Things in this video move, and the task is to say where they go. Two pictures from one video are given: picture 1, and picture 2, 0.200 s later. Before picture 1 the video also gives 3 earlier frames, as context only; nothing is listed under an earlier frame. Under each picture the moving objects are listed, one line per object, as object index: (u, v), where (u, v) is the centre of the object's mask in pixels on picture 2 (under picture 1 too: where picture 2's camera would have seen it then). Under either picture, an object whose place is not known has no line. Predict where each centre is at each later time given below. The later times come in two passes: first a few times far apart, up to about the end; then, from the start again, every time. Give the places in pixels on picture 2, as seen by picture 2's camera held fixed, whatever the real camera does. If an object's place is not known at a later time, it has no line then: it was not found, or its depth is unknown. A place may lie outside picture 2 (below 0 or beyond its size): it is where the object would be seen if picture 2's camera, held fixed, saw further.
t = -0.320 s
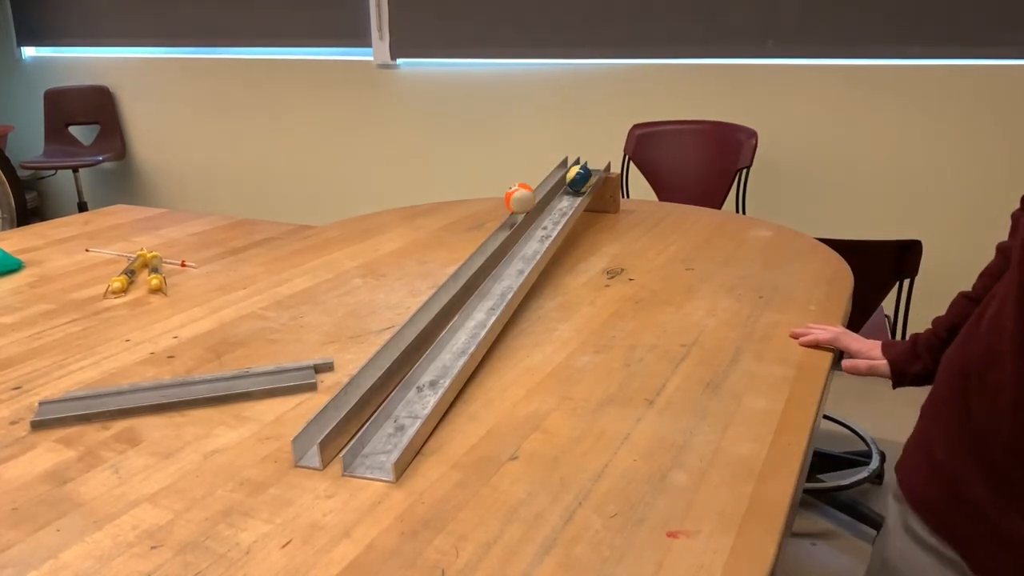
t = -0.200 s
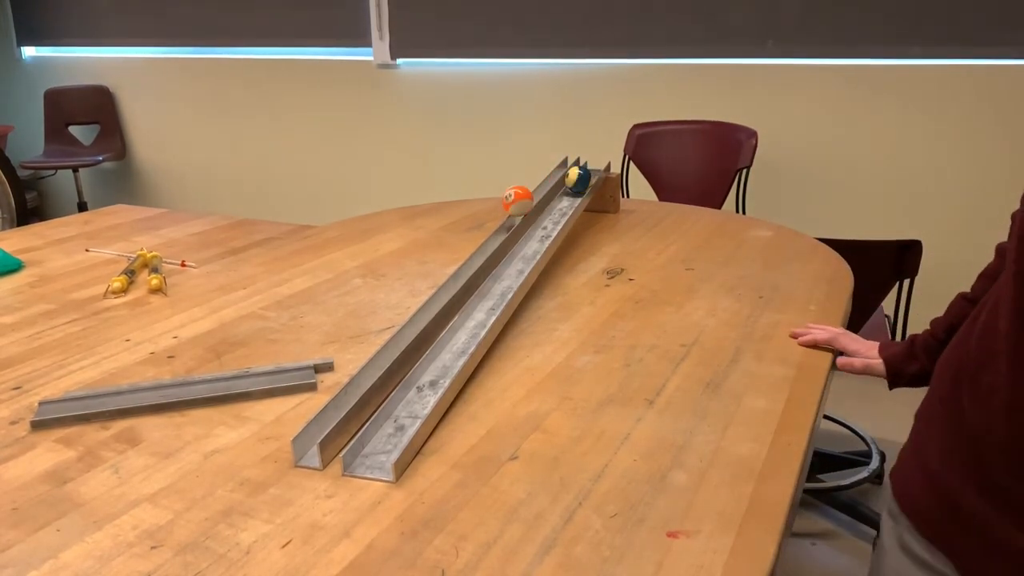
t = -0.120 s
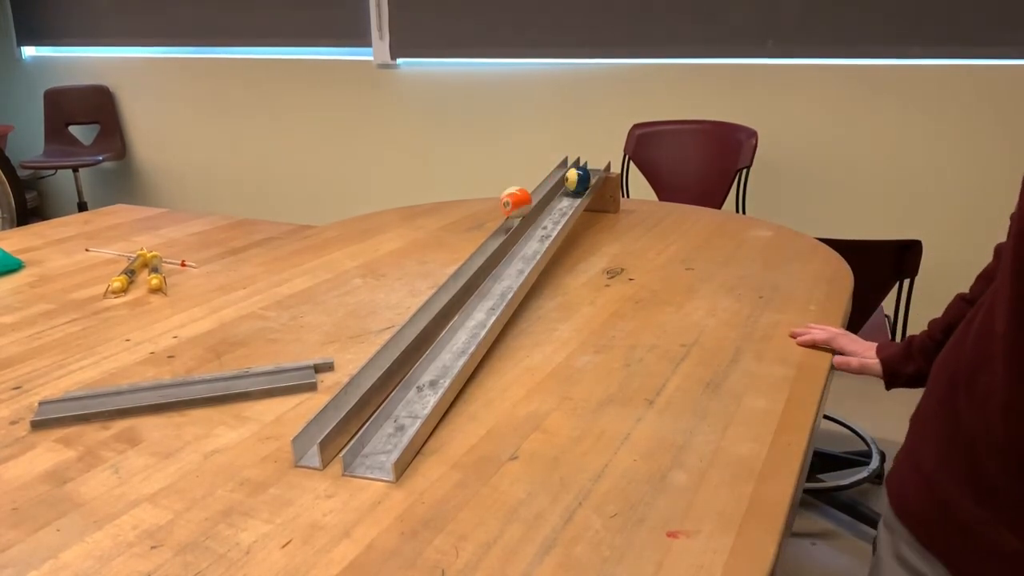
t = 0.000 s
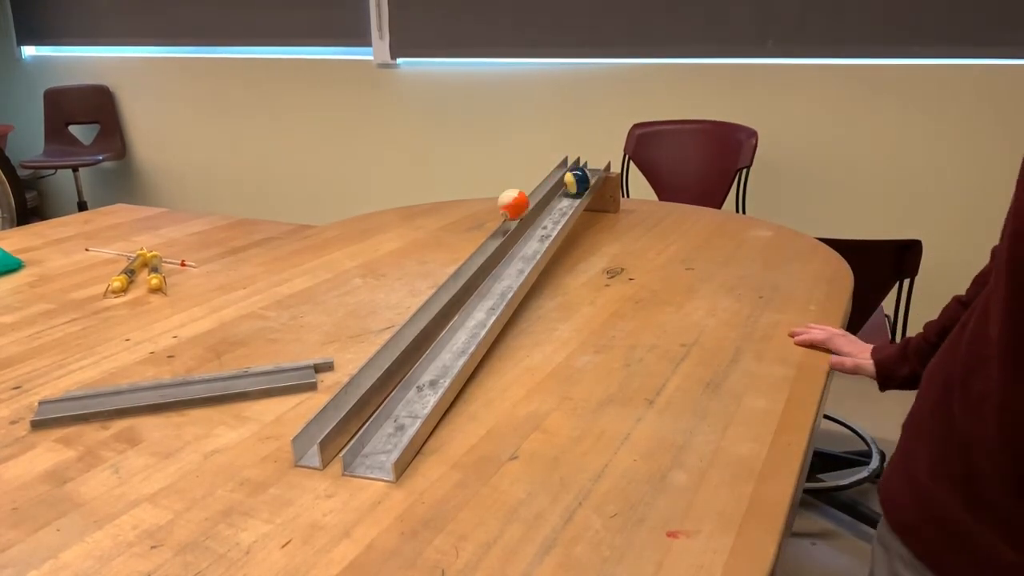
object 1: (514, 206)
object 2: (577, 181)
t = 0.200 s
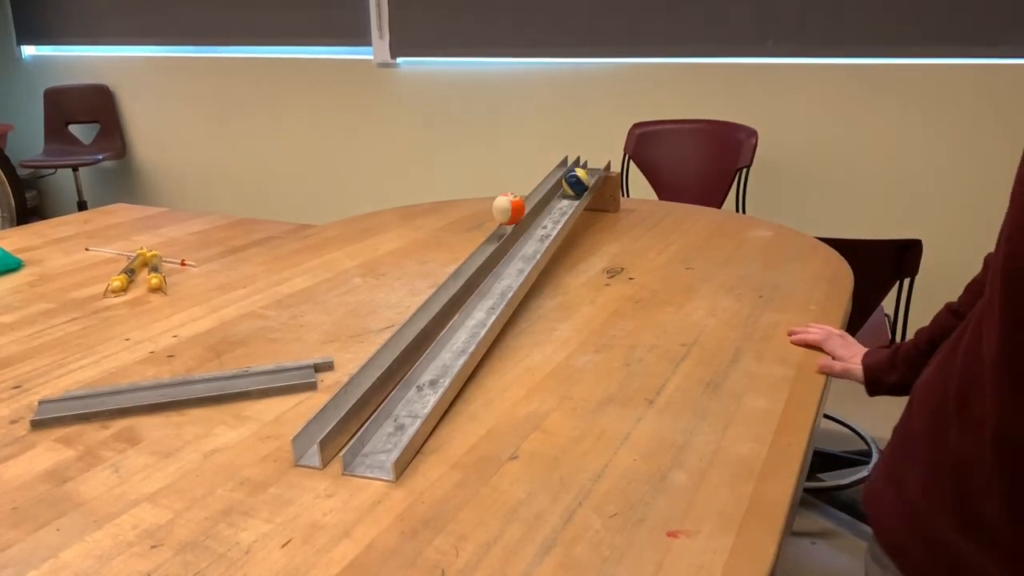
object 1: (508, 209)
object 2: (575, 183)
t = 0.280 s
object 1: (507, 211)
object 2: (575, 184)
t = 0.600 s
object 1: (498, 219)
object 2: (573, 186)
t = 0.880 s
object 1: (490, 227)
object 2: (570, 189)
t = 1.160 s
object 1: (482, 236)
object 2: (568, 192)
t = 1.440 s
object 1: (472, 248)
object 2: (566, 195)
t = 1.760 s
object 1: (460, 258)
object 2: (563, 198)
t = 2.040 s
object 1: (448, 270)
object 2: (560, 202)
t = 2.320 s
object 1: (434, 283)
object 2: (557, 206)
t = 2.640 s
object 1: (417, 302)
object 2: (554, 210)
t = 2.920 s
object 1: (400, 319)
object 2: (551, 214)
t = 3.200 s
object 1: (379, 338)
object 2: (548, 218)
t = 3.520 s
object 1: (352, 365)
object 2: (543, 224)
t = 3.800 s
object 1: (324, 393)
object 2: (539, 228)
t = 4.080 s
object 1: (292, 427)
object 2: (535, 234)
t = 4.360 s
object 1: (257, 484)
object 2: (531, 240)
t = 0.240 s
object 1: (508, 210)
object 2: (575, 183)
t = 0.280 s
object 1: (507, 211)
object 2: (575, 184)
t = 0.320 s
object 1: (506, 212)
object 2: (575, 184)
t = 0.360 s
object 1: (504, 213)
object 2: (575, 184)
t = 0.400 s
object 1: (503, 215)
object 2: (575, 184)
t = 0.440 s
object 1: (501, 217)
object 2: (574, 185)
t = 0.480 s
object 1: (500, 219)
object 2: (574, 186)
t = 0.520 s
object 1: (501, 216)
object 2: (573, 186)
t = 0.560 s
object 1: (500, 218)
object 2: (573, 186)
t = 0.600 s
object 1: (498, 219)
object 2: (573, 186)
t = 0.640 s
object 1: (497, 220)
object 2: (572, 186)
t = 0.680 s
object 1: (496, 222)
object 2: (572, 187)
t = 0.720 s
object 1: (495, 223)
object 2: (572, 187)
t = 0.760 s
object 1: (494, 224)
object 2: (572, 187)
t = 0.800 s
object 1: (493, 225)
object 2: (571, 188)
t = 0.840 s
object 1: (491, 226)
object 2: (571, 188)
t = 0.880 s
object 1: (490, 227)
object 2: (570, 189)
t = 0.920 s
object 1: (489, 228)
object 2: (570, 189)
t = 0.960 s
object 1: (489, 231)
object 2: (570, 190)
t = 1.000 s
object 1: (487, 230)
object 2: (569, 190)
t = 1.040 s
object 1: (485, 232)
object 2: (569, 191)
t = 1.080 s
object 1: (484, 233)
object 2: (569, 191)
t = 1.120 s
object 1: (483, 235)
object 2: (568, 192)
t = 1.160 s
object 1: (482, 236)
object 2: (568, 192)
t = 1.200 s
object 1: (480, 238)
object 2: (568, 192)
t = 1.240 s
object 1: (479, 239)
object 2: (568, 193)
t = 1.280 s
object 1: (478, 241)
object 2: (567, 193)
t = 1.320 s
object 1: (476, 242)
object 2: (567, 193)
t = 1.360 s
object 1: (475, 243)
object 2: (567, 193)
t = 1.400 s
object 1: (474, 245)
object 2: (567, 194)
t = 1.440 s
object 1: (472, 248)
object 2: (566, 195)
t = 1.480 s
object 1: (471, 247)
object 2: (565, 196)
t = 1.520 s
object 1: (469, 249)
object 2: (565, 196)
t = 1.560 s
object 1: (468, 250)
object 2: (565, 196)
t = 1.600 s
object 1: (467, 252)
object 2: (565, 197)
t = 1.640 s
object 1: (465, 253)
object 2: (564, 197)
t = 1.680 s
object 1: (463, 255)
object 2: (564, 197)
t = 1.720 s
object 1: (461, 256)
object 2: (563, 198)
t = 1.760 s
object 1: (460, 258)
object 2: (563, 198)
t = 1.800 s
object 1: (458, 260)
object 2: (563, 199)
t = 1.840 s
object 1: (457, 261)
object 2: (562, 200)
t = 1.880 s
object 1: (455, 263)
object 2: (562, 199)
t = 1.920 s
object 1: (453, 264)
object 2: (561, 200)
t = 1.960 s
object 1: (451, 266)
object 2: (561, 201)
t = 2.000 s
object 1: (449, 268)
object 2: (561, 201)
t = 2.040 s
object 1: (448, 270)
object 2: (560, 202)
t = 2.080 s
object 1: (446, 272)
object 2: (559, 202)
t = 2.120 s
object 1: (444, 274)
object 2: (559, 203)
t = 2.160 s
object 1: (442, 276)
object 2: (559, 203)
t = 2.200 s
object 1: (440, 278)
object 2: (559, 204)
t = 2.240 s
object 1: (438, 280)
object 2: (558, 205)
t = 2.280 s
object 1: (436, 281)
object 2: (558, 205)
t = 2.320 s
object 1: (434, 283)
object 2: (557, 206)
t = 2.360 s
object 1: (432, 285)
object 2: (557, 206)
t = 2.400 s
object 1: (430, 288)
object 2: (557, 207)
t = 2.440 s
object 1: (428, 290)
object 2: (556, 207)
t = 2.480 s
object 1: (426, 292)
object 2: (556, 208)
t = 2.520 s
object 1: (423, 295)
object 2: (555, 208)
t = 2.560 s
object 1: (421, 297)
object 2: (555, 209)
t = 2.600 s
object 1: (419, 299)
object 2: (554, 209)
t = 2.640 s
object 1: (417, 302)
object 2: (554, 210)
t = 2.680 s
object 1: (414, 304)
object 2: (554, 211)
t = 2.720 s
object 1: (412, 306)
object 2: (553, 211)
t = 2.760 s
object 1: (410, 309)
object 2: (553, 212)
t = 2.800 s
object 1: (407, 311)
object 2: (552, 212)
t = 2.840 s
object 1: (405, 313)
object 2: (552, 213)
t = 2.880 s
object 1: (403, 316)
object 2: (551, 214)
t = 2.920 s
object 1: (400, 319)
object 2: (551, 214)
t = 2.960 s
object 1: (397, 322)
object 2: (550, 215)
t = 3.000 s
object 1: (394, 325)
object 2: (550, 215)
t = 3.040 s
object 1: (391, 327)
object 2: (549, 216)
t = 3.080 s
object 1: (388, 330)
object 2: (549, 217)
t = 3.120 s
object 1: (385, 332)
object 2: (548, 217)
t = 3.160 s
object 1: (382, 336)
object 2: (548, 218)
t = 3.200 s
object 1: (379, 338)
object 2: (548, 218)
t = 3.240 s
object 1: (376, 342)
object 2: (547, 219)
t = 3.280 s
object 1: (373, 345)
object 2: (547, 220)
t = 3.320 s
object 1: (369, 349)
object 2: (546, 221)
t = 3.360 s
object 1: (366, 352)
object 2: (545, 221)
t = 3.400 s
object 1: (363, 355)
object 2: (545, 222)
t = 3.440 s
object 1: (359, 358)
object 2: (544, 222)
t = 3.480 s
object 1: (356, 362)
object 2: (544, 223)
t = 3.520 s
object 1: (352, 365)
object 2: (543, 224)
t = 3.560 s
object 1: (348, 368)
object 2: (543, 224)
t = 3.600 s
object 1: (344, 372)
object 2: (542, 225)
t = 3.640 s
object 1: (340, 376)
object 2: (541, 226)
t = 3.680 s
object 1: (336, 381)
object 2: (540, 227)
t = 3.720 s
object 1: (332, 385)
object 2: (540, 227)
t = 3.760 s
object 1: (328, 389)
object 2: (539, 228)
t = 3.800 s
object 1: (324, 393)
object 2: (539, 228)
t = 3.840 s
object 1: (320, 397)
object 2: (539, 230)
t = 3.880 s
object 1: (316, 400)
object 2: (538, 230)
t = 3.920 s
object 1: (311, 406)
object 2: (537, 231)
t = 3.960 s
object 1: (306, 411)
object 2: (537, 232)
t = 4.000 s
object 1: (301, 416)
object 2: (536, 233)
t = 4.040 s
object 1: (296, 421)
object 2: (536, 234)
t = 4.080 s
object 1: (292, 427)
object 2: (535, 234)
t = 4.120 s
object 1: (287, 433)
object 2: (534, 235)
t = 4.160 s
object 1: (283, 441)
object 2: (534, 236)
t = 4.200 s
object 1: (278, 450)
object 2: (533, 236)
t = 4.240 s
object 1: (272, 459)
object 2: (532, 237)
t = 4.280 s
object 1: (268, 469)
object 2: (532, 238)
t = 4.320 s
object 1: (263, 479)
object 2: (531, 239)
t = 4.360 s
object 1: (257, 484)
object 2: (531, 240)
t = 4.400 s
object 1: (250, 486)
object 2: (530, 241)
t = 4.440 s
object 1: (244, 488)
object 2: (529, 242)
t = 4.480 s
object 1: (237, 491)
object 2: (528, 243)
